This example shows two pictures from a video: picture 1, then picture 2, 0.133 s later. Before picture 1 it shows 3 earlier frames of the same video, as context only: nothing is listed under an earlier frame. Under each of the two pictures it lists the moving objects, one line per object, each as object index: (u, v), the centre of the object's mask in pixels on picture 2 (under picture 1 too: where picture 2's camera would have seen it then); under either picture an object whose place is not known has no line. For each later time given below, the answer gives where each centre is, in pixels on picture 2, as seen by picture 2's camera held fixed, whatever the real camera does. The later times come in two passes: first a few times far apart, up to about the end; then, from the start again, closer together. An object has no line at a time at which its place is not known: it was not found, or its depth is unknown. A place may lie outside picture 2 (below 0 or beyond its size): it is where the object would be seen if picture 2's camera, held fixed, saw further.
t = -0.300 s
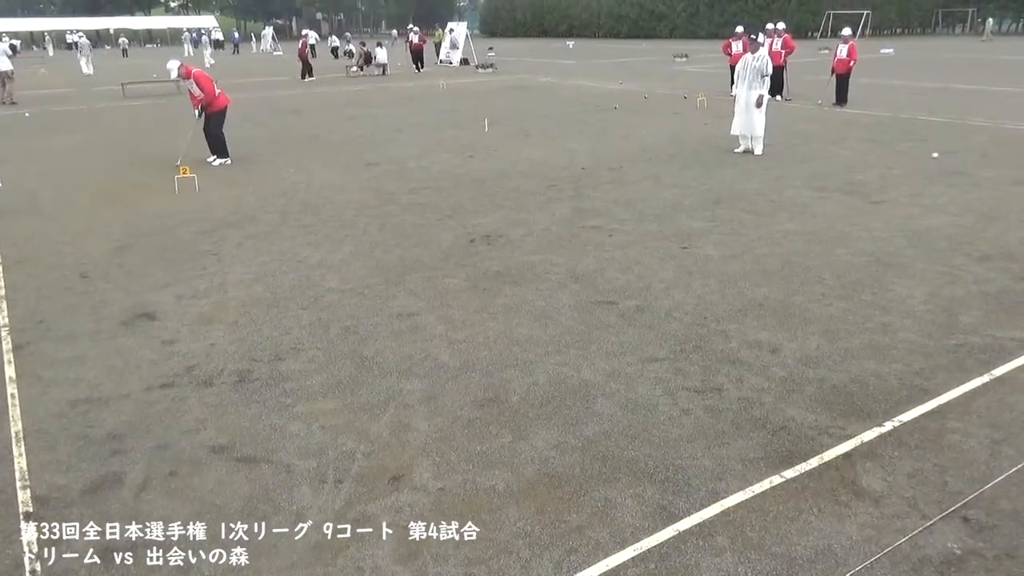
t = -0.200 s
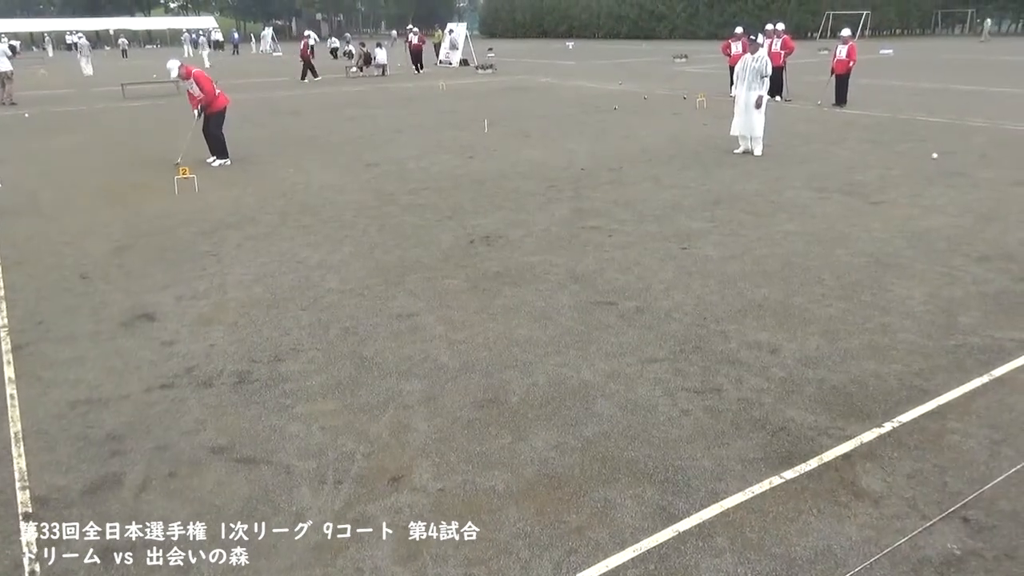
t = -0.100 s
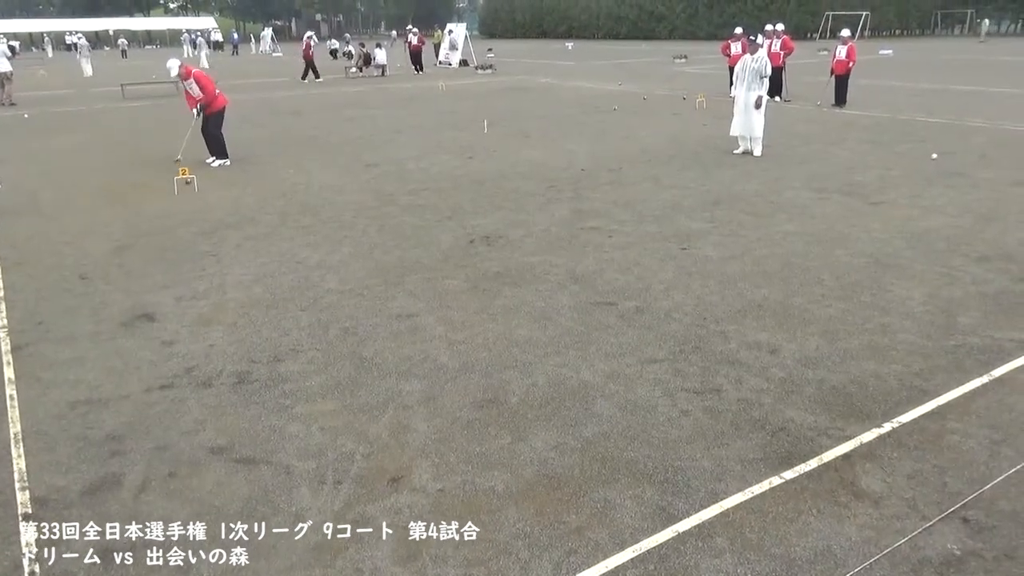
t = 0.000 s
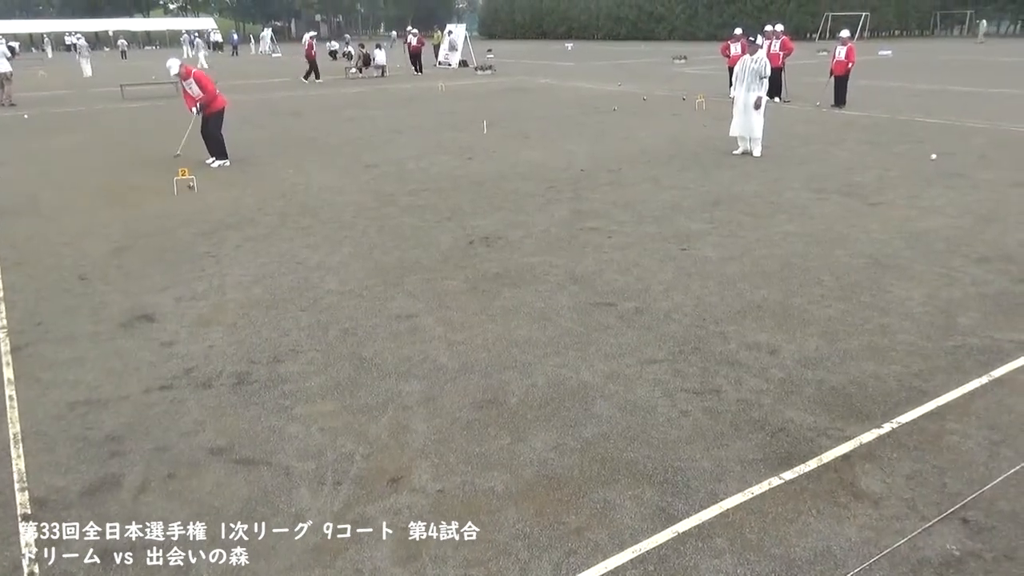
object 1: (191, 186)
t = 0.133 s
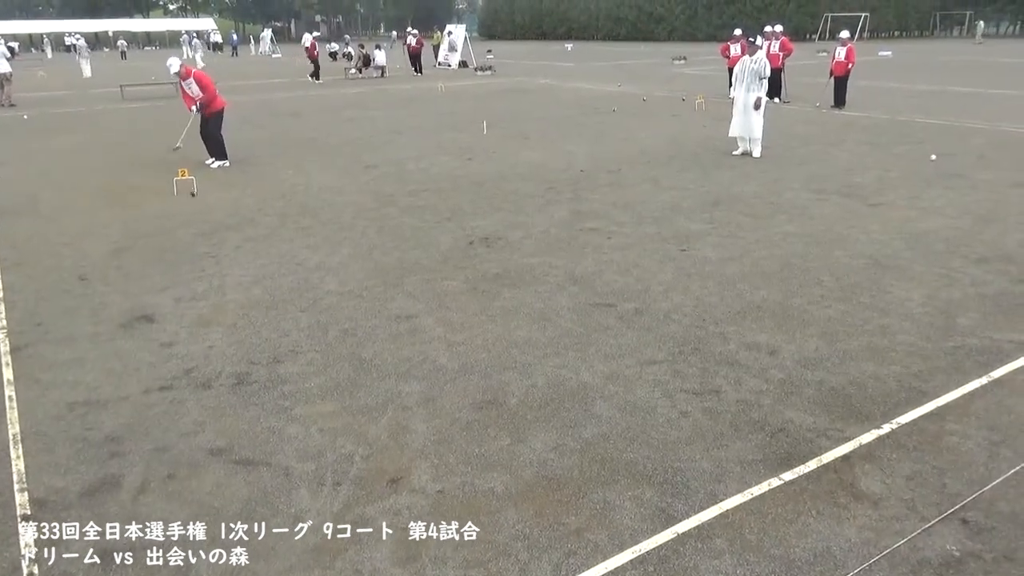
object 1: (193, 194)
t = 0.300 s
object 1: (197, 201)
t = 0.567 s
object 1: (203, 216)
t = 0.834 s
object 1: (209, 232)
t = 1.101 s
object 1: (217, 249)
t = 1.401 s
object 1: (222, 270)
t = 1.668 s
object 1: (225, 293)
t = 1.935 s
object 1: (228, 316)
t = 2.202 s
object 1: (226, 342)
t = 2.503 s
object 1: (222, 374)
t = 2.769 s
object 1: (217, 407)
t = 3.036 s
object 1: (206, 441)
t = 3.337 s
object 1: (192, 484)
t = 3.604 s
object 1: (180, 521)
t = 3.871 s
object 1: (165, 563)
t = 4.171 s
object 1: (150, 606)
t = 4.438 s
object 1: (145, 639)
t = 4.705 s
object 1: (142, 670)
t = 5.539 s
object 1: (148, 714)
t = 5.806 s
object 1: (148, 714)
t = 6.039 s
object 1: (148, 713)
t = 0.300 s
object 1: (197, 201)
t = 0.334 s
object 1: (198, 203)
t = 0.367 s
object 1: (199, 205)
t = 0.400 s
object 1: (199, 206)
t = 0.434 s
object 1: (199, 209)
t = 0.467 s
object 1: (200, 211)
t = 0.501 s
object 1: (201, 212)
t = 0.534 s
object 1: (202, 214)
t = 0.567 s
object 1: (203, 216)
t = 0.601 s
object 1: (203, 217)
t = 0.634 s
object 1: (205, 220)
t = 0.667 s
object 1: (206, 221)
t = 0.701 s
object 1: (205, 224)
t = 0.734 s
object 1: (207, 226)
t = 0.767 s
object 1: (209, 227)
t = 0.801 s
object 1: (210, 229)
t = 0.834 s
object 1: (209, 232)
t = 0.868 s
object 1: (211, 233)
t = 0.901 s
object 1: (212, 236)
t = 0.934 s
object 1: (213, 238)
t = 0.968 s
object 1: (214, 240)
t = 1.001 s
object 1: (216, 242)
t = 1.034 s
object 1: (215, 245)
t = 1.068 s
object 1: (216, 246)
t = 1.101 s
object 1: (217, 249)
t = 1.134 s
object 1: (217, 253)
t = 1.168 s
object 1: (218, 253)
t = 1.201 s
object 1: (219, 256)
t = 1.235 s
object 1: (219, 259)
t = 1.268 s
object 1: (220, 260)
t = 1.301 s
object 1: (221, 263)
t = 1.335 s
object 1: (221, 267)
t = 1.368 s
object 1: (221, 268)
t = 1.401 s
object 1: (222, 270)
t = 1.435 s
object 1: (223, 274)
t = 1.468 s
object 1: (223, 276)
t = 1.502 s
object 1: (223, 280)
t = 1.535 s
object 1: (224, 280)
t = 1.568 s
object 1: (224, 283)
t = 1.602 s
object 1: (224, 287)
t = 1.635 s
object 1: (225, 289)
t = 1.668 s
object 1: (225, 293)
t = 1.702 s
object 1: (225, 295)
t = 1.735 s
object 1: (225, 298)
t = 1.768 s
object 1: (227, 301)
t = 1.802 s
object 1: (227, 306)
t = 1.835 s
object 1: (227, 307)
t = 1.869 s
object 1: (227, 309)
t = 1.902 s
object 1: (228, 313)
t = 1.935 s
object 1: (228, 316)
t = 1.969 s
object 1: (227, 319)
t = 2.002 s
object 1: (228, 322)
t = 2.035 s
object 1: (228, 326)
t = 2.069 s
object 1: (227, 328)
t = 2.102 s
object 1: (226, 332)
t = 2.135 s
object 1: (227, 335)
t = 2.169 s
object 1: (226, 339)
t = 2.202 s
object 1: (226, 342)
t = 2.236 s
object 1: (225, 345)
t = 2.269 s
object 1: (226, 349)
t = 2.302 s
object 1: (225, 352)
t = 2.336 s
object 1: (224, 357)
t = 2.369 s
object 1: (225, 359)
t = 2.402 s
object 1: (223, 363)
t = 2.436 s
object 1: (224, 367)
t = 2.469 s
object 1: (222, 372)
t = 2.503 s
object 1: (222, 374)
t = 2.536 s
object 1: (222, 378)
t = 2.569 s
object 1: (221, 381)
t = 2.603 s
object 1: (221, 386)
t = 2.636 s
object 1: (219, 389)
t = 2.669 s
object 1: (219, 393)
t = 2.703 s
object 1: (218, 397)
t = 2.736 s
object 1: (217, 402)
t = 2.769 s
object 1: (217, 407)
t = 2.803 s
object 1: (216, 410)
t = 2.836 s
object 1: (215, 414)
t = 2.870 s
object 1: (213, 419)
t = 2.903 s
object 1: (211, 423)
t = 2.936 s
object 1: (210, 428)
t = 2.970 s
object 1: (209, 431)
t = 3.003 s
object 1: (208, 436)
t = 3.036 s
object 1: (206, 441)
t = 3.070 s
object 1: (205, 445)
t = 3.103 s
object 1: (204, 450)
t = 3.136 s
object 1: (202, 455)
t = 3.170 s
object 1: (200, 460)
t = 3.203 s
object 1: (199, 464)
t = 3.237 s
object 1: (196, 470)
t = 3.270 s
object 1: (196, 474)
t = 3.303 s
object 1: (195, 479)
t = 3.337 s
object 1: (192, 484)
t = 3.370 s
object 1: (191, 489)
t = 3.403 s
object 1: (190, 494)
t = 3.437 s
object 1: (187, 499)
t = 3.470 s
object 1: (185, 504)
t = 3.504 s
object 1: (184, 509)
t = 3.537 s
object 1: (183, 514)
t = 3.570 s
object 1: (180, 519)
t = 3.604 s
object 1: (180, 521)
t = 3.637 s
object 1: (178, 528)
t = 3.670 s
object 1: (175, 535)
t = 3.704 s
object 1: (174, 538)
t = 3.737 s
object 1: (172, 542)
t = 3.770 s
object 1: (170, 550)
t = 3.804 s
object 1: (169, 554)
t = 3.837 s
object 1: (167, 559)
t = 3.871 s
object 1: (165, 563)
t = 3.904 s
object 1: (163, 568)
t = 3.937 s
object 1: (161, 573)
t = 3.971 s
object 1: (159, 579)
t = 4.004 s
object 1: (157, 583)
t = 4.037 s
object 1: (156, 587)
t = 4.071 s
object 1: (155, 593)
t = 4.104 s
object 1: (153, 598)
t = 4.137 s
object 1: (151, 601)
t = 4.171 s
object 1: (150, 606)
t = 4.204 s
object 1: (149, 609)
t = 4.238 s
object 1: (148, 614)
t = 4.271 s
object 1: (149, 618)
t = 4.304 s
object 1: (148, 622)
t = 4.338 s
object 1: (146, 628)
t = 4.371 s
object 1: (145, 631)
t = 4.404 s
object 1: (145, 634)
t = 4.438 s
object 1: (145, 639)
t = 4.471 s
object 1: (145, 645)
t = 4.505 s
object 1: (144, 648)
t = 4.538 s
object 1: (143, 652)
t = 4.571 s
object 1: (143, 655)
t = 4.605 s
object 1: (143, 655)
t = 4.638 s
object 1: (142, 661)
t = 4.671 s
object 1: (143, 666)
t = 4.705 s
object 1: (142, 670)
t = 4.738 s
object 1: (142, 672)
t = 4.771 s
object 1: (142, 676)
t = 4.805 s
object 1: (141, 679)
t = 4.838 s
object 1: (141, 682)
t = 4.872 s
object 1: (142, 685)
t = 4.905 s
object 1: (143, 685)
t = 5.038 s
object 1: (147, 696)
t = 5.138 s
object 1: (147, 701)
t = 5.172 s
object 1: (148, 703)
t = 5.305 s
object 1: (148, 710)
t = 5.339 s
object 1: (148, 711)
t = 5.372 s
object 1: (148, 712)
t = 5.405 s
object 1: (148, 713)
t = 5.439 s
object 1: (148, 713)
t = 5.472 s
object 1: (148, 714)
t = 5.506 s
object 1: (148, 714)
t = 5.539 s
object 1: (148, 714)
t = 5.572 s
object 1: (148, 714)
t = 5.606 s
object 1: (148, 714)
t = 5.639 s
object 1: (148, 714)
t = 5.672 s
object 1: (148, 713)
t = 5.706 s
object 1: (148, 713)
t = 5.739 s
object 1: (148, 713)
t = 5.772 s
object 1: (148, 714)
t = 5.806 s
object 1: (148, 714)
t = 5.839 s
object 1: (148, 714)
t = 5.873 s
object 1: (148, 714)
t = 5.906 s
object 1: (148, 714)
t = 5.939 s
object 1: (148, 714)
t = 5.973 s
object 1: (148, 714)
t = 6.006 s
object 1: (148, 713)
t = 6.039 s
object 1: (148, 713)
